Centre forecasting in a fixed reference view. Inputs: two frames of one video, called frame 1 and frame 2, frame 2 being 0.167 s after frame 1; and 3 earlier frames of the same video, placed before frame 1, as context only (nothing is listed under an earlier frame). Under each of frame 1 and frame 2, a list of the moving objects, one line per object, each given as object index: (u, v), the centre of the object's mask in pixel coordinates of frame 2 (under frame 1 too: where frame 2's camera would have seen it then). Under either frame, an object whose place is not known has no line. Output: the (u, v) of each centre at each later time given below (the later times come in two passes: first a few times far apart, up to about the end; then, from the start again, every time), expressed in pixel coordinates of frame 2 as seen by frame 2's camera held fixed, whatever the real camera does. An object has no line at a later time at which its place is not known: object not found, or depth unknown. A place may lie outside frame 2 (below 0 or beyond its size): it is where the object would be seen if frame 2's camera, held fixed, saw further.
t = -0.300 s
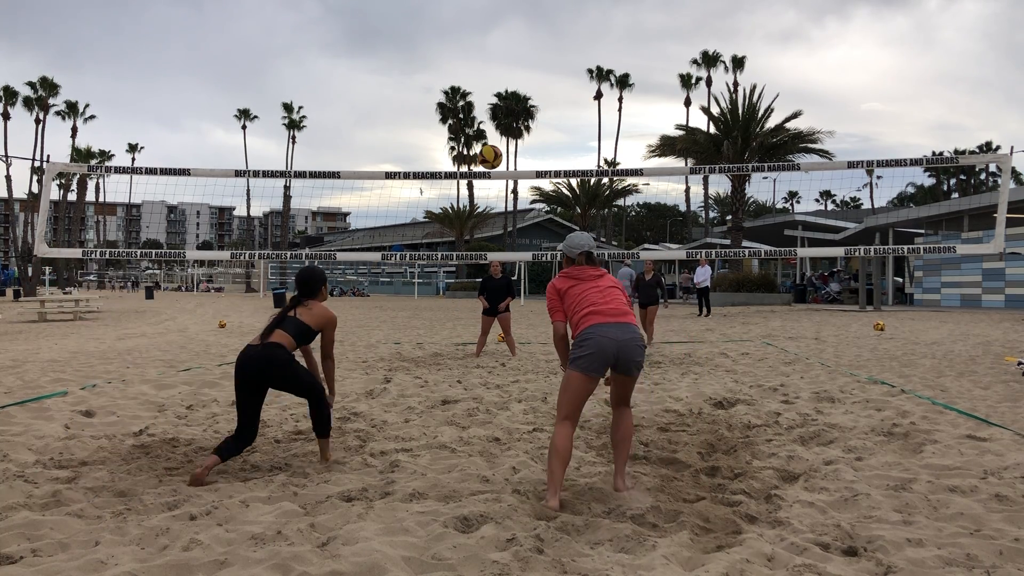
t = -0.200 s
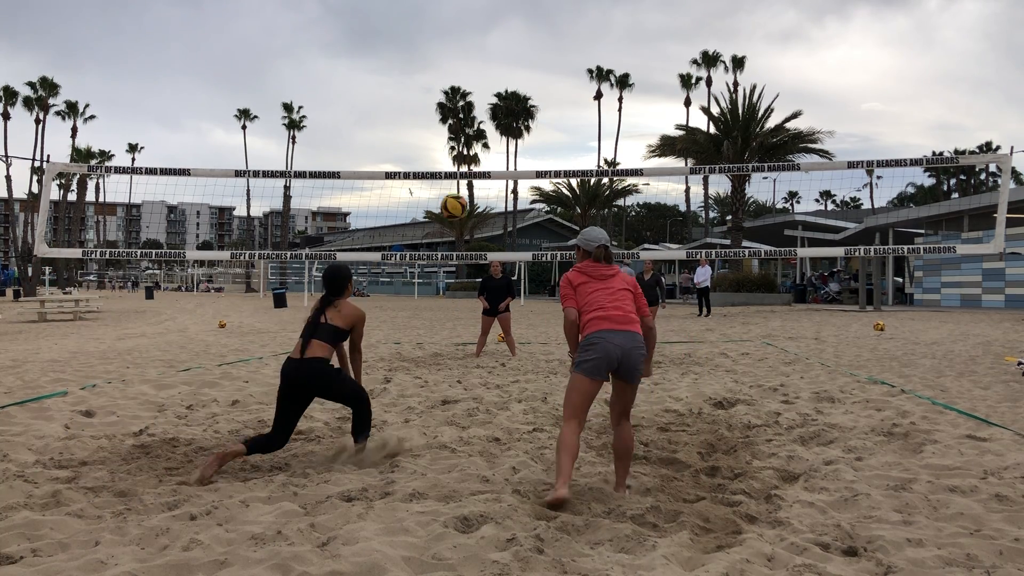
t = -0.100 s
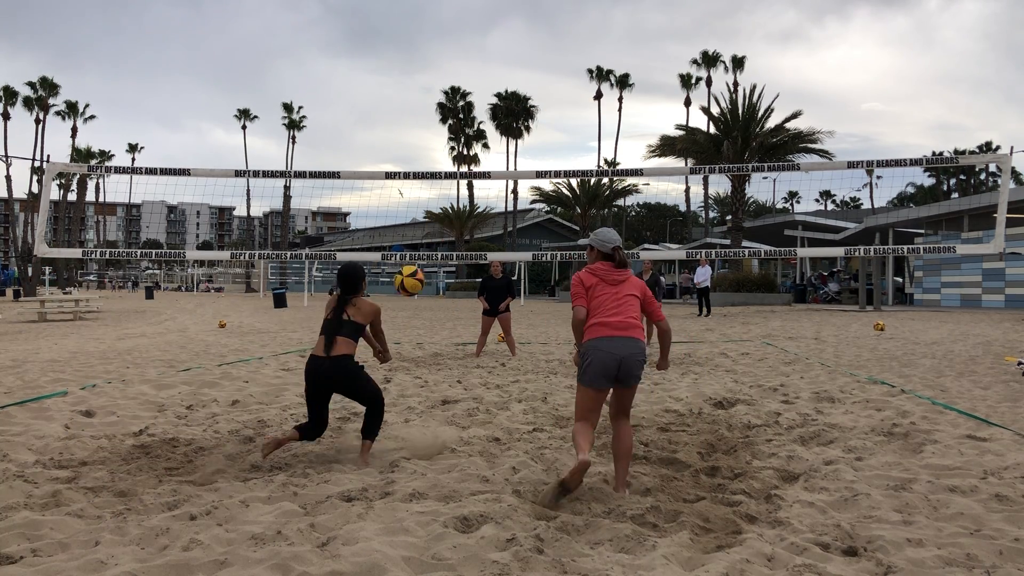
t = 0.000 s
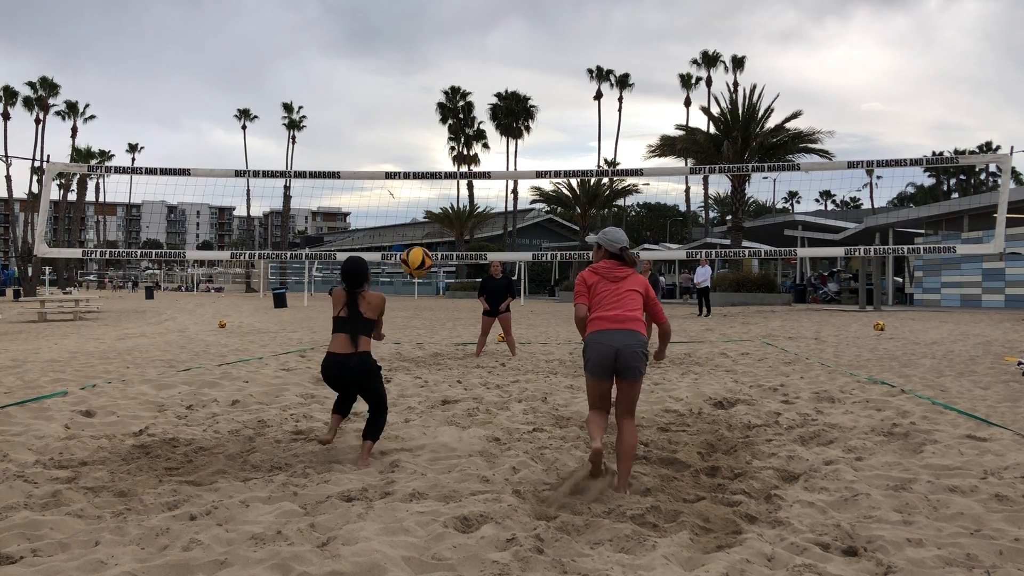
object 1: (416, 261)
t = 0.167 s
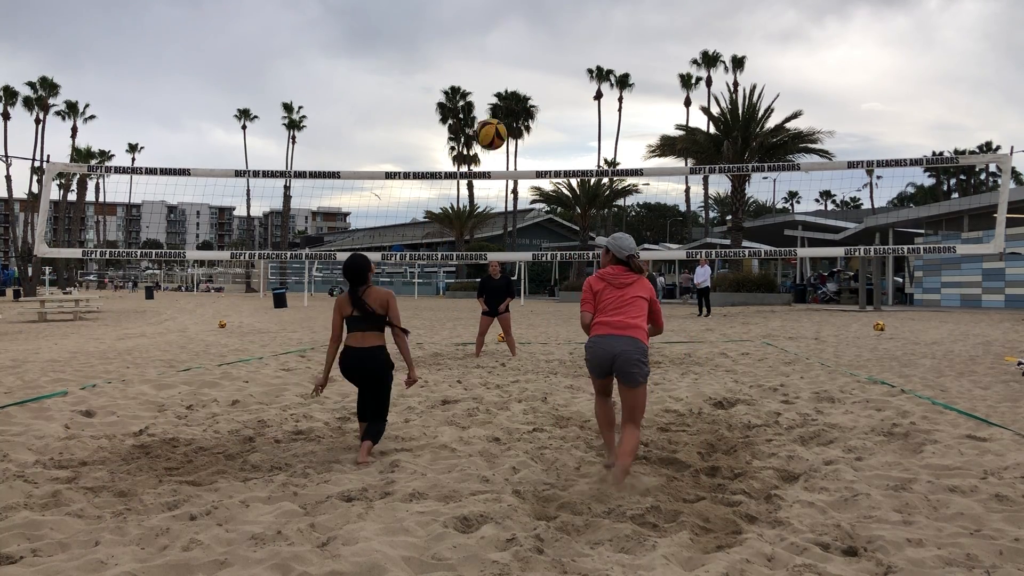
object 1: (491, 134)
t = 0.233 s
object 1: (520, 94)
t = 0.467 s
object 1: (620, 10)
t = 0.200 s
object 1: (506, 113)
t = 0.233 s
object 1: (520, 94)
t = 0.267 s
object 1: (534, 76)
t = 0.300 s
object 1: (549, 60)
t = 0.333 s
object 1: (563, 46)
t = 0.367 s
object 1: (577, 34)
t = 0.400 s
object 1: (592, 22)
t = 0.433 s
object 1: (606, 14)
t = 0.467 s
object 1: (620, 10)
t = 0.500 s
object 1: (634, 7)
